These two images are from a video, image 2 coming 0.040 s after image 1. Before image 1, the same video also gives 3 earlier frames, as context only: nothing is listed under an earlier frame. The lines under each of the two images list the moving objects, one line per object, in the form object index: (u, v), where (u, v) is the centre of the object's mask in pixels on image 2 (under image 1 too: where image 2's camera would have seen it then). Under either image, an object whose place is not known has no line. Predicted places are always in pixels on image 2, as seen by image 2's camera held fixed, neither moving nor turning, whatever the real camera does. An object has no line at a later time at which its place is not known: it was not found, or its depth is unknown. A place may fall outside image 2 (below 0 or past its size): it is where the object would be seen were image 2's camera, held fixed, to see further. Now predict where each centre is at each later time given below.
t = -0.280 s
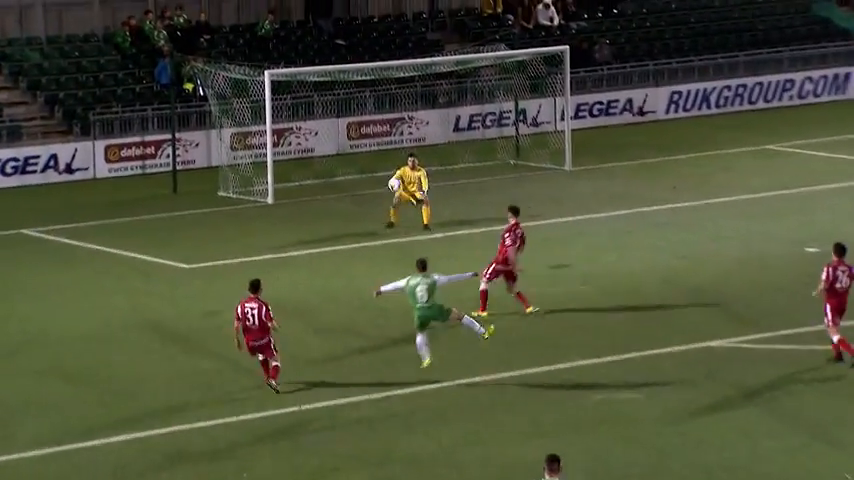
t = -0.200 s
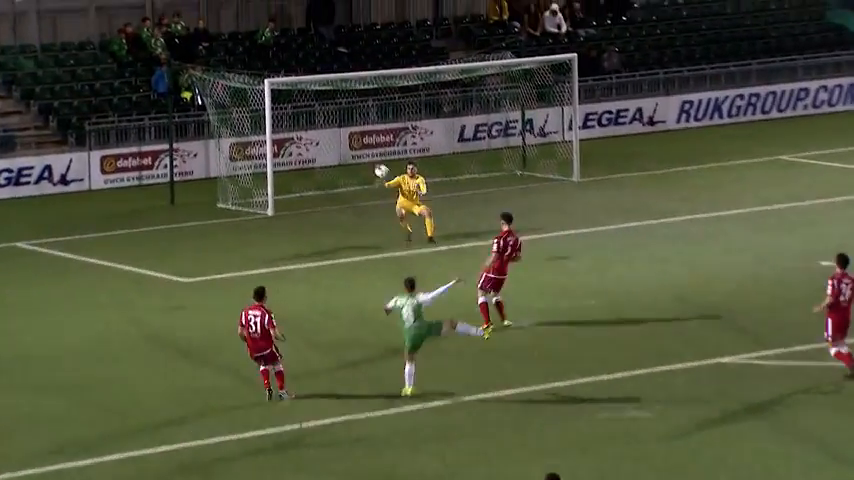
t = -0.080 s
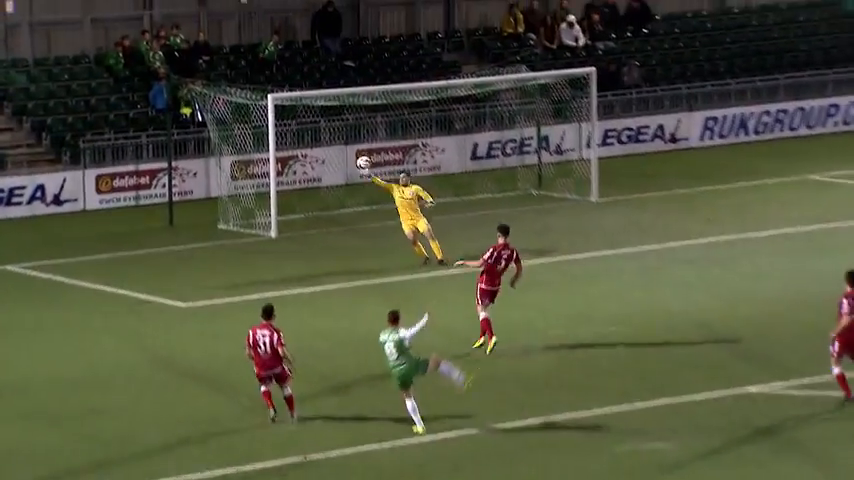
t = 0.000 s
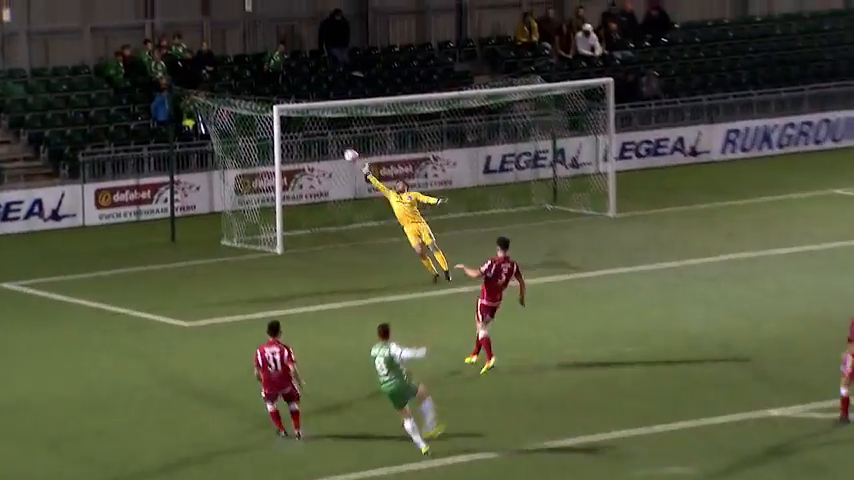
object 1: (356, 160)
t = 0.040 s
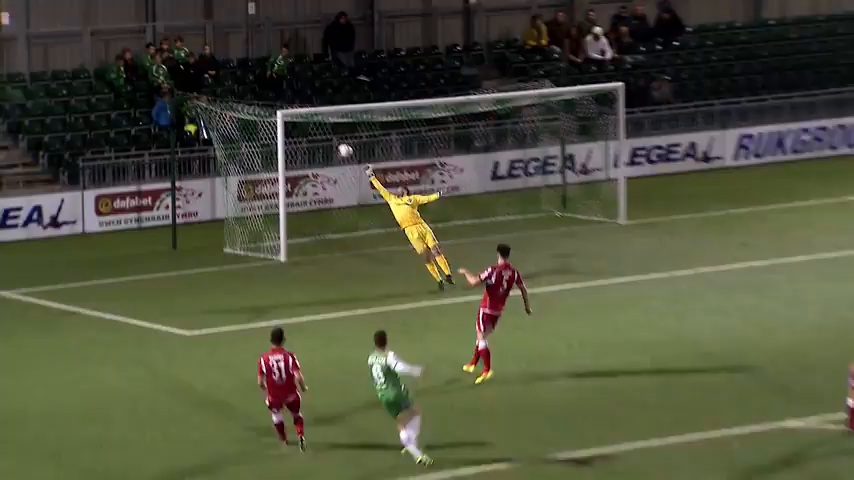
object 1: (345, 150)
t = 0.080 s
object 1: (334, 141)
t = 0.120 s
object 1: (323, 134)
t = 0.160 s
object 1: (313, 128)
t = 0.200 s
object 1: (302, 124)
